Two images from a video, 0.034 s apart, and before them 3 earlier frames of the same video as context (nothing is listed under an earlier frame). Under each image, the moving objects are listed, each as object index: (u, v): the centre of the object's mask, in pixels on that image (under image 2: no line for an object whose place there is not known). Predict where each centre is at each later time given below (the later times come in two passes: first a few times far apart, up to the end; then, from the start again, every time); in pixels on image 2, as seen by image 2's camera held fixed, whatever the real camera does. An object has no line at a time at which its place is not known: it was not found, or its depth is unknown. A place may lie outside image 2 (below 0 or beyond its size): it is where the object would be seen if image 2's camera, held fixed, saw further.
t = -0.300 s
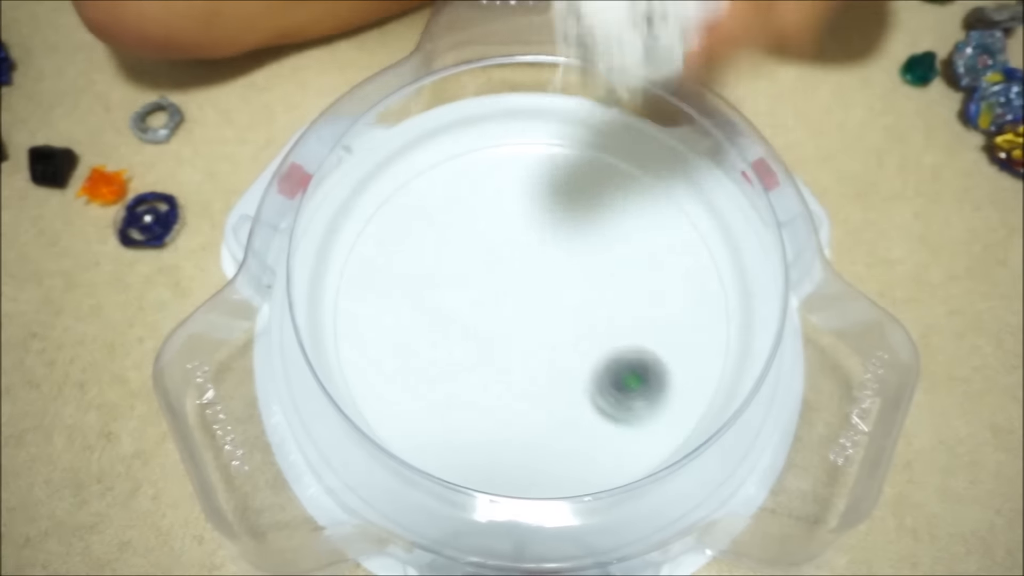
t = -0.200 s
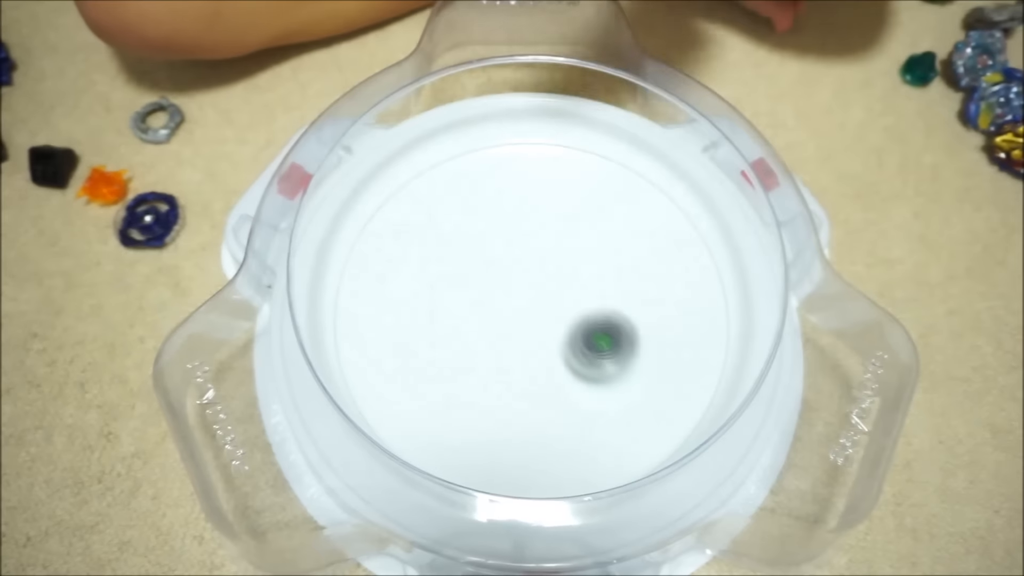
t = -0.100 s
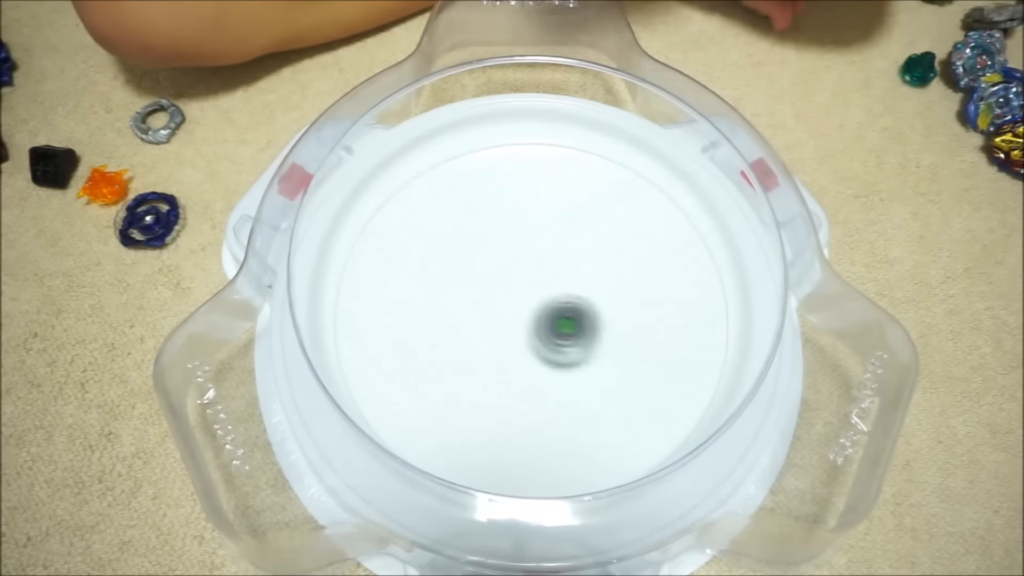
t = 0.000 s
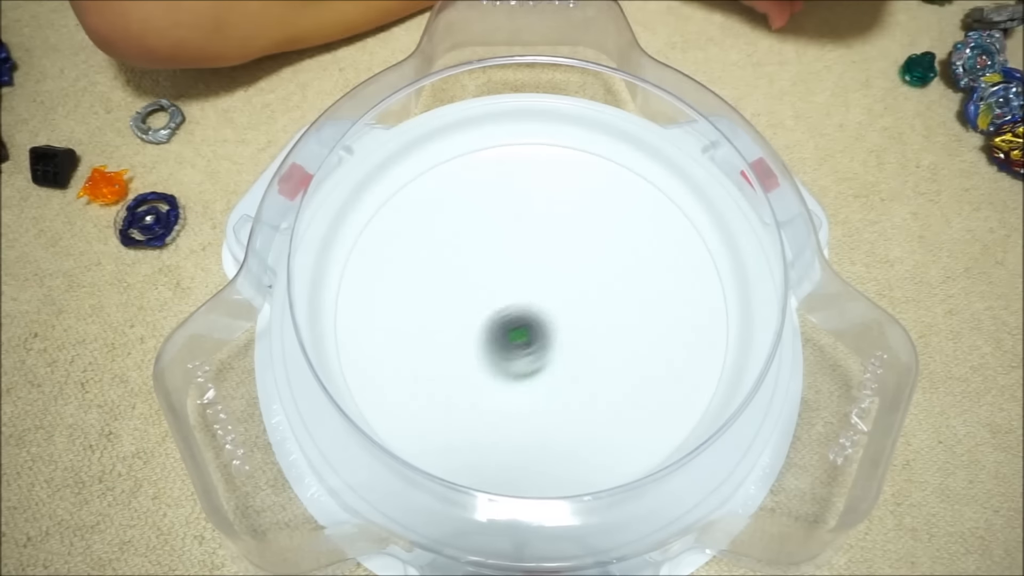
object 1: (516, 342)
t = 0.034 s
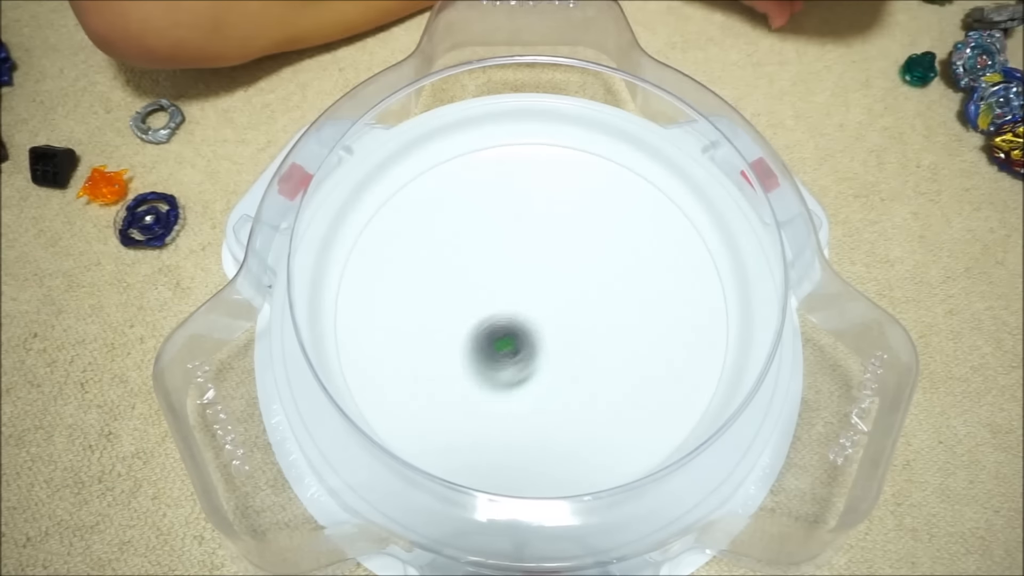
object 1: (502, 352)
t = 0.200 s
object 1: (476, 410)
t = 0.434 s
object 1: (544, 404)
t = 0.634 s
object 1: (521, 325)
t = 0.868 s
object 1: (451, 311)
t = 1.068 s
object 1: (457, 349)
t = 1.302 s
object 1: (498, 338)
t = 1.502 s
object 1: (491, 274)
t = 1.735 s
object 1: (489, 295)
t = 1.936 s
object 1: (532, 271)
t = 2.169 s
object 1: (510, 223)
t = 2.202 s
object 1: (505, 227)
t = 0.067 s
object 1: (491, 364)
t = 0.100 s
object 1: (482, 377)
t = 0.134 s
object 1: (477, 391)
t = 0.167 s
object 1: (475, 401)
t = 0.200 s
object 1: (476, 410)
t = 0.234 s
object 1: (481, 417)
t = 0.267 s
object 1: (487, 420)
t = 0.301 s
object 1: (496, 422)
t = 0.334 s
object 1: (507, 423)
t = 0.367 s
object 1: (521, 421)
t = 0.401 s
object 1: (534, 415)
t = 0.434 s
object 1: (544, 404)
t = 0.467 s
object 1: (550, 392)
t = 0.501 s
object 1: (552, 377)
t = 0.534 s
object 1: (549, 362)
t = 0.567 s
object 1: (543, 348)
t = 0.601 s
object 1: (533, 336)
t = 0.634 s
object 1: (521, 325)
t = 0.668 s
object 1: (509, 316)
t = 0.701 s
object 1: (494, 311)
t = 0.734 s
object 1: (481, 308)
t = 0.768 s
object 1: (469, 307)
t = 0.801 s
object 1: (460, 307)
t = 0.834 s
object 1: (455, 308)
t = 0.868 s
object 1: (451, 311)
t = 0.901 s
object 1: (449, 315)
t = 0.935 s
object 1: (449, 320)
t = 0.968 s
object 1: (451, 326)
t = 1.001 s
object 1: (452, 333)
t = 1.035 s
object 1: (454, 340)
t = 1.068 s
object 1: (457, 349)
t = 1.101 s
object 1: (461, 356)
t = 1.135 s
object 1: (468, 361)
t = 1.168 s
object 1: (475, 362)
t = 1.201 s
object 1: (480, 361)
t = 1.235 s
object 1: (484, 357)
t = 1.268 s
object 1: (491, 349)
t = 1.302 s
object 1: (498, 338)
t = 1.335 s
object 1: (502, 325)
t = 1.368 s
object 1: (505, 313)
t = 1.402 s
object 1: (504, 300)
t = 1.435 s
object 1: (502, 289)
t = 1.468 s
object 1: (497, 280)
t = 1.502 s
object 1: (491, 274)
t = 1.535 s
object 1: (485, 272)
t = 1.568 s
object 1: (479, 274)
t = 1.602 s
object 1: (476, 280)
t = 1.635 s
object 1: (477, 285)
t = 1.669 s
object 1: (480, 289)
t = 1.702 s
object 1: (485, 293)
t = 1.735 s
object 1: (489, 295)
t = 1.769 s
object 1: (493, 297)
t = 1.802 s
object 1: (498, 296)
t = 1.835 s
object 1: (506, 293)
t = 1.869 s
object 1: (515, 288)
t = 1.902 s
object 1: (524, 280)
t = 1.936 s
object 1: (532, 271)
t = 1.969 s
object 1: (536, 260)
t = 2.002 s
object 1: (538, 250)
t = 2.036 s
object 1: (537, 240)
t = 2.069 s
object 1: (534, 231)
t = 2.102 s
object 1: (527, 225)
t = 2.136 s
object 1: (519, 222)
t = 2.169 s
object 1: (510, 223)
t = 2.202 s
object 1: (505, 227)
